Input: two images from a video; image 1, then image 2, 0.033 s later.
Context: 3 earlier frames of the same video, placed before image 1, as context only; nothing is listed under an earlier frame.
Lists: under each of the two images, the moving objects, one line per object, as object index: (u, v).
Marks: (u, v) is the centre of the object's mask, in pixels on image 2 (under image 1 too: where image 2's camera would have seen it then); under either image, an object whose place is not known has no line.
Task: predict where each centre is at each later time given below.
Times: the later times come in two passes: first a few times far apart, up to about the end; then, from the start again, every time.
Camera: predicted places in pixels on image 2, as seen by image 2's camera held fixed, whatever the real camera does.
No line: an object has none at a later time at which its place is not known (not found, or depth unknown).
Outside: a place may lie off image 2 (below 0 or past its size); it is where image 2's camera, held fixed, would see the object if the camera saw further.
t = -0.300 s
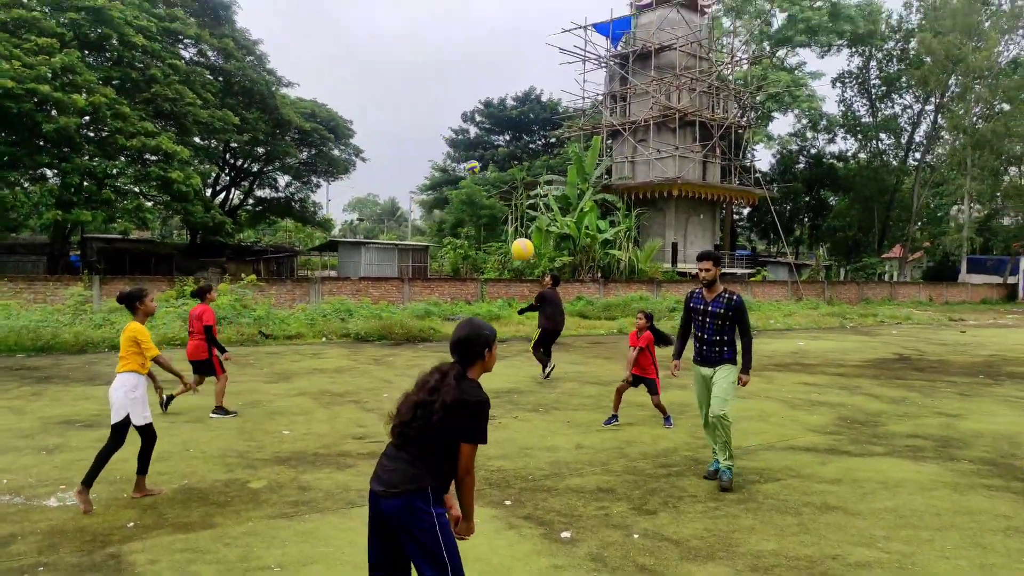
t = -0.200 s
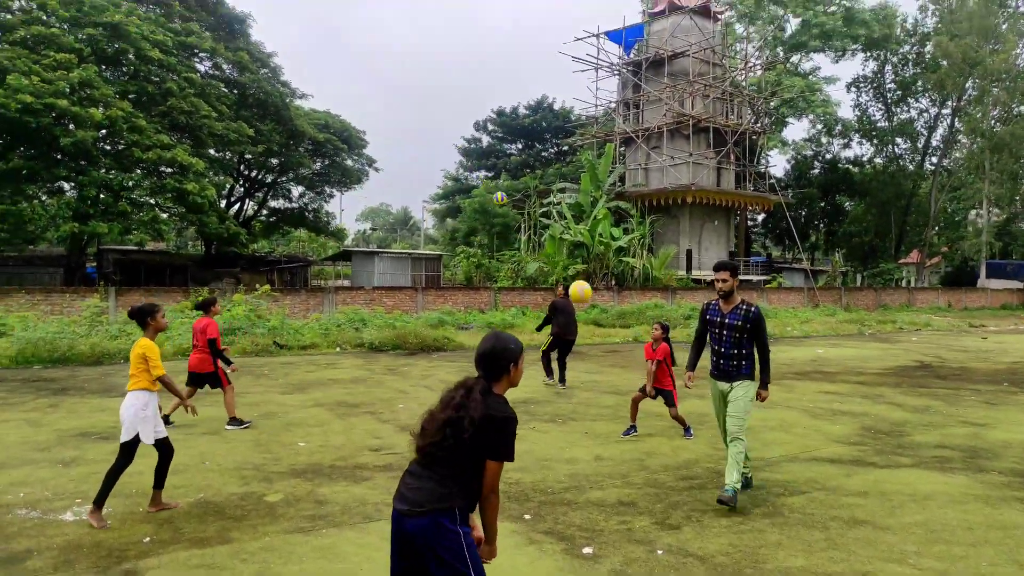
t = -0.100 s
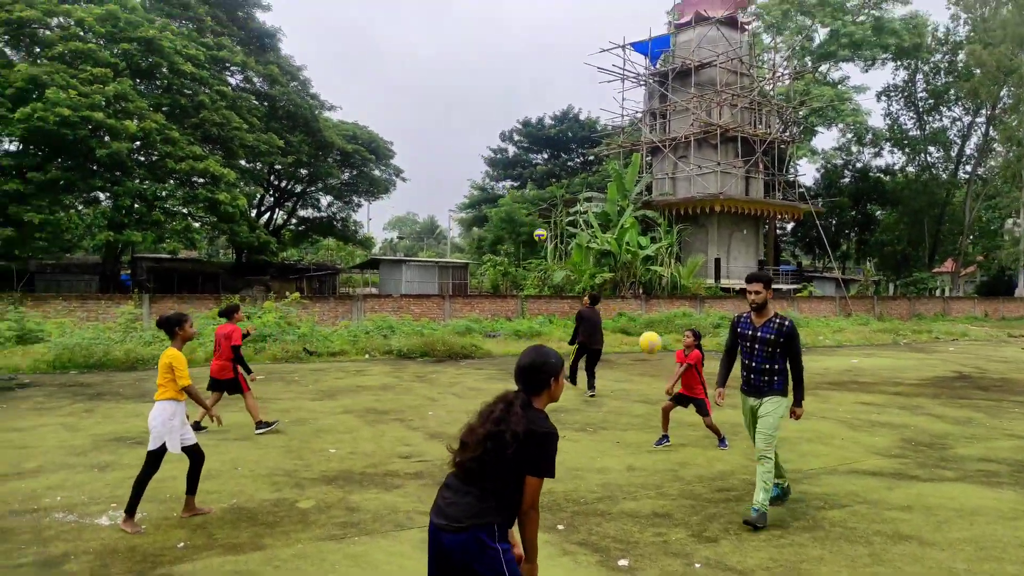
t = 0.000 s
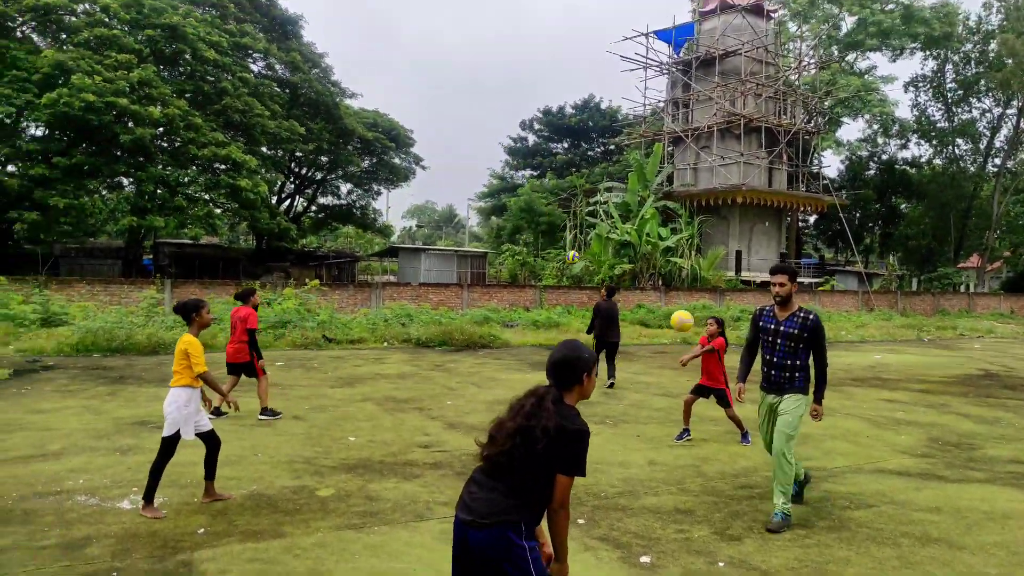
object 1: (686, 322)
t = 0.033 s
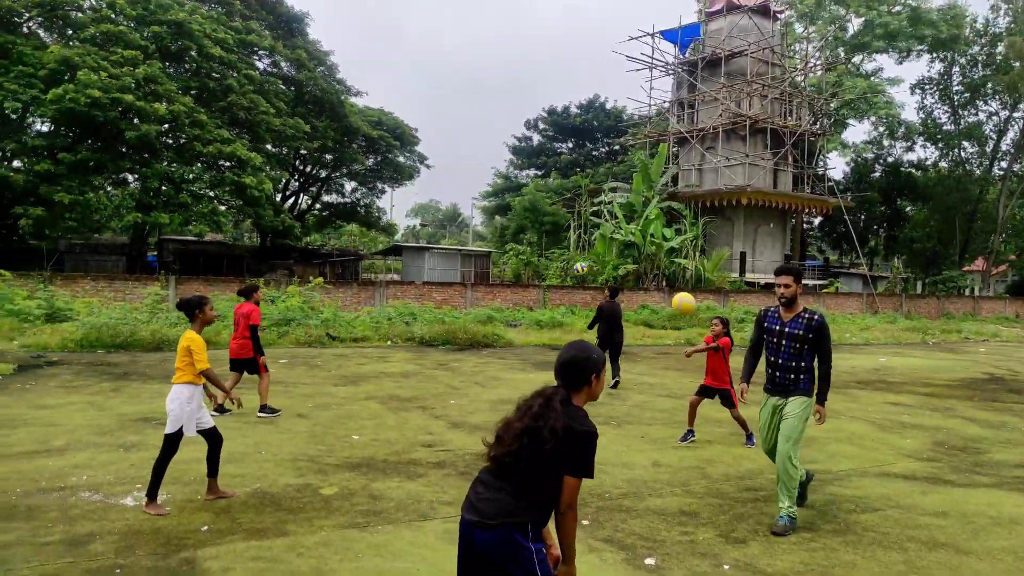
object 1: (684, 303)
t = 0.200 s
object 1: (672, 224)
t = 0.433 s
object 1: (655, 159)
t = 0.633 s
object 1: (636, 149)
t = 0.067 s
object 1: (681, 285)
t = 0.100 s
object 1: (679, 269)
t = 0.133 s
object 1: (677, 253)
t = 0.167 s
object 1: (674, 238)
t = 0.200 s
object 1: (672, 224)
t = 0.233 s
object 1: (670, 211)
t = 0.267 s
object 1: (667, 200)
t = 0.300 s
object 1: (665, 189)
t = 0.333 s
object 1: (663, 180)
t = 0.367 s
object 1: (661, 170)
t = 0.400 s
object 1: (658, 163)
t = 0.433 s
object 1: (655, 159)
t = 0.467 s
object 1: (652, 154)
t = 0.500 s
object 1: (649, 150)
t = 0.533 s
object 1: (646, 149)
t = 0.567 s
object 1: (643, 148)
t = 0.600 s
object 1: (640, 148)
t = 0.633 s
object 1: (636, 149)
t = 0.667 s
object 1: (633, 152)
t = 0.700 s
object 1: (629, 156)
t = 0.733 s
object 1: (626, 161)
